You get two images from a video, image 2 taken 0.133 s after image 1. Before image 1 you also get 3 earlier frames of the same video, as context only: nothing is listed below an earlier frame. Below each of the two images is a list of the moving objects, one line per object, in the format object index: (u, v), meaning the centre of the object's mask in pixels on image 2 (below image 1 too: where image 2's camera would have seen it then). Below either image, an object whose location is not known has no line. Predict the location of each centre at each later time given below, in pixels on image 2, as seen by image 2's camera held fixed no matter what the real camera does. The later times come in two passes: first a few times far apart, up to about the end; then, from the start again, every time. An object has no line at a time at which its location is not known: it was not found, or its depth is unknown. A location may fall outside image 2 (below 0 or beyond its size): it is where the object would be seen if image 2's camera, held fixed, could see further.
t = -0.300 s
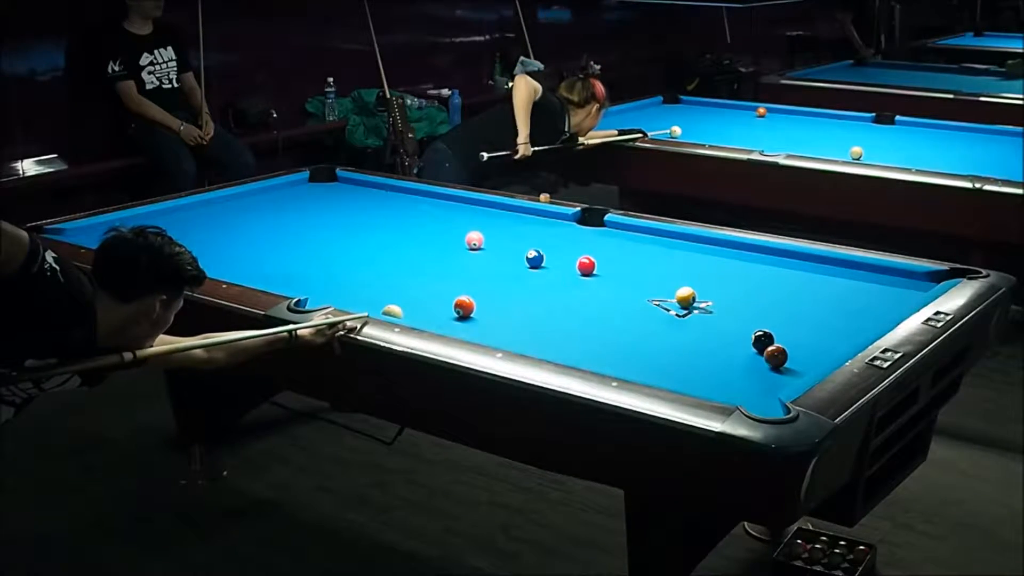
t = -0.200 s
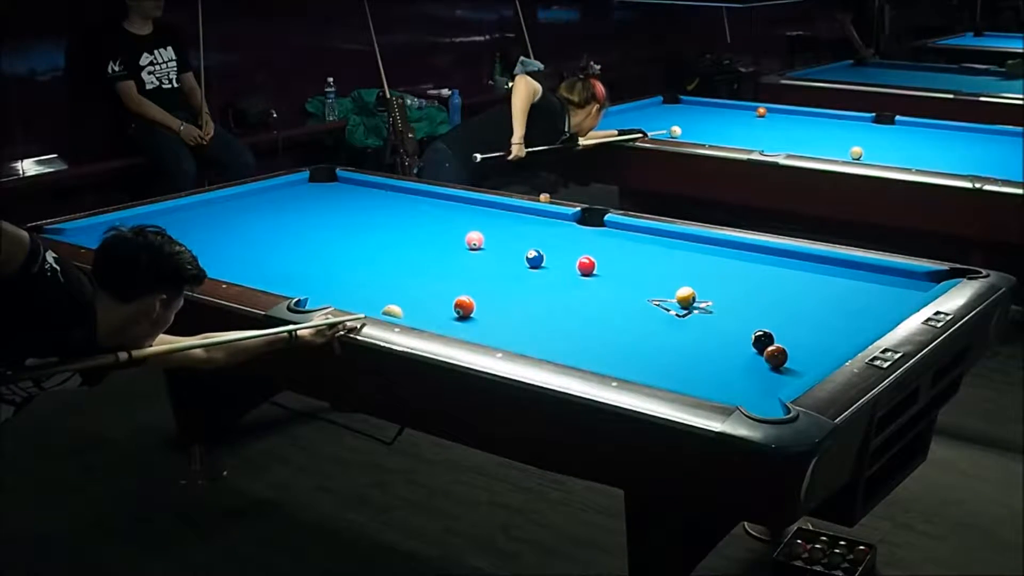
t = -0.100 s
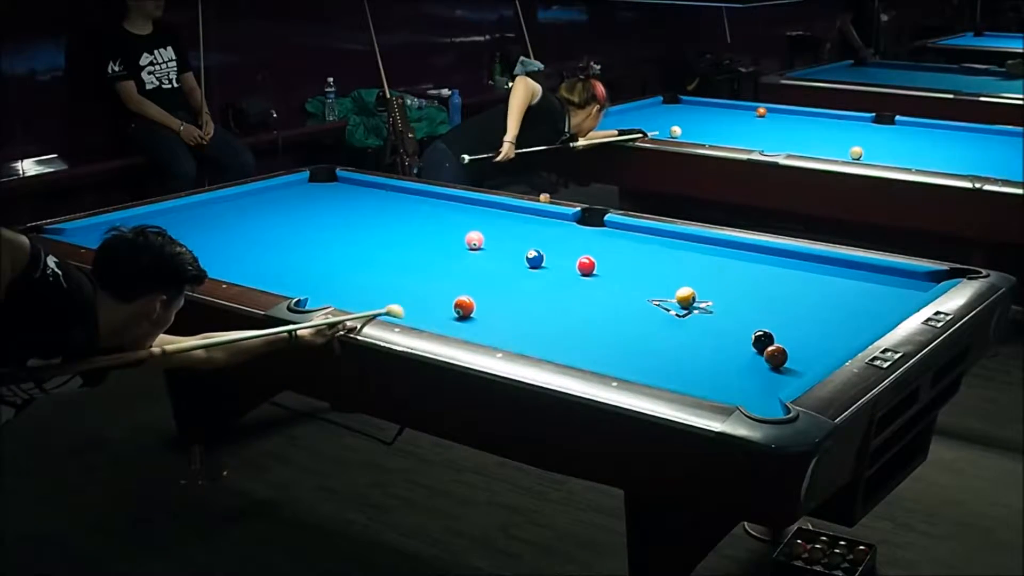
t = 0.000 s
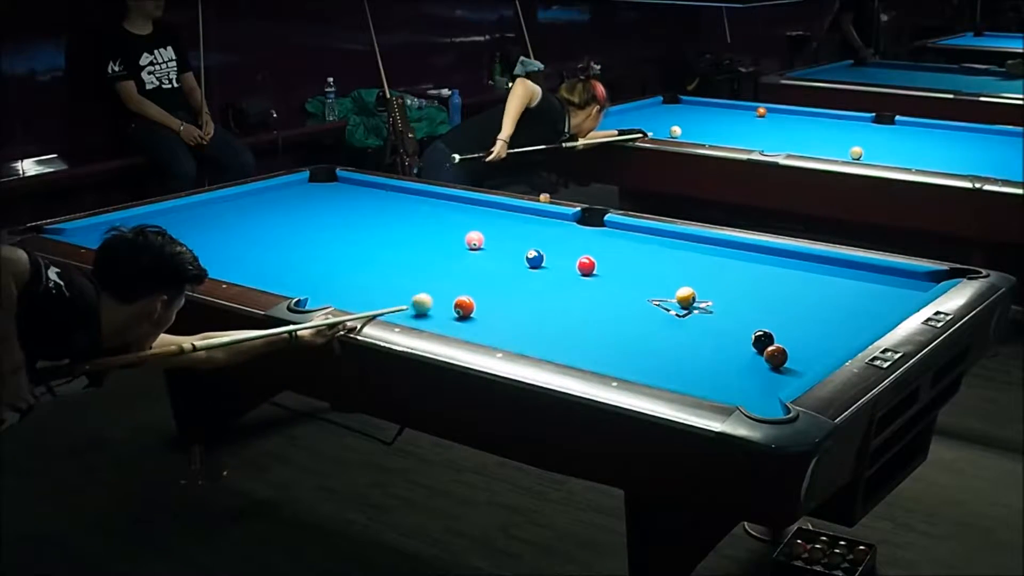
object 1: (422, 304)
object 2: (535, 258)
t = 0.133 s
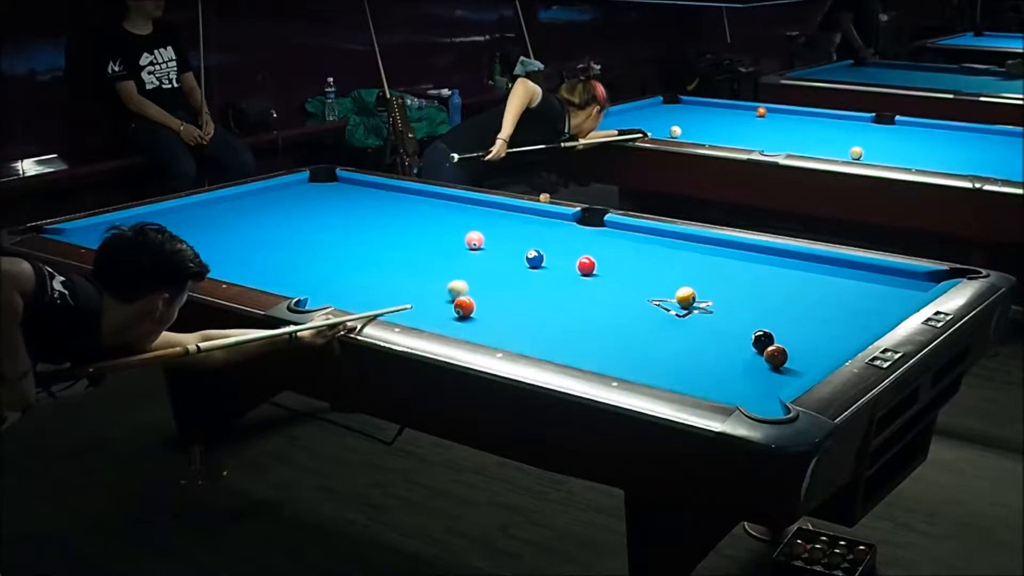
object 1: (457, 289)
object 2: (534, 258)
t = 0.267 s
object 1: (491, 277)
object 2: (534, 258)
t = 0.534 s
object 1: (539, 263)
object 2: (546, 249)
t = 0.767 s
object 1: (565, 259)
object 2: (563, 238)
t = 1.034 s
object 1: (595, 255)
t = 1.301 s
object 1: (620, 253)
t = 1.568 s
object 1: (644, 250)
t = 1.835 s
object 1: (666, 248)
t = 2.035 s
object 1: (682, 246)
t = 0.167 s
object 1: (466, 286)
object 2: (535, 258)
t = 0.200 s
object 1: (474, 283)
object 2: (535, 258)
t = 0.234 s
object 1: (483, 280)
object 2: (534, 258)
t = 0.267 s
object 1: (491, 277)
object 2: (534, 258)
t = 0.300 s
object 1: (498, 274)
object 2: (535, 258)
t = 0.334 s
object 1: (506, 271)
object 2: (535, 258)
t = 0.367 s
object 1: (513, 268)
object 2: (535, 258)
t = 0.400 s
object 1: (520, 266)
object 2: (536, 257)
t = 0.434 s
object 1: (528, 263)
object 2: (538, 256)
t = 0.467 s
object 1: (532, 263)
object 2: (541, 253)
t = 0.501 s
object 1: (535, 263)
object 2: (543, 251)
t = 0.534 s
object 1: (539, 263)
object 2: (546, 249)
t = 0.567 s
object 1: (543, 262)
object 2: (549, 247)
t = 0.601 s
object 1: (546, 262)
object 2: (551, 245)
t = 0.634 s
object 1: (550, 261)
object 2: (554, 244)
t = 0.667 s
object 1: (554, 261)
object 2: (556, 243)
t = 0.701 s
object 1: (558, 260)
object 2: (558, 241)
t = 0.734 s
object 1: (562, 260)
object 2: (561, 239)
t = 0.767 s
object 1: (565, 259)
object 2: (563, 238)
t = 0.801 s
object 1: (569, 259)
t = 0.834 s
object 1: (572, 258)
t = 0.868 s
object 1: (575, 257)
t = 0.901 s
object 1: (578, 256)
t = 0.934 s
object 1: (582, 254)
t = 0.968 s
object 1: (587, 253)
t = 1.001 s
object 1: (591, 254)
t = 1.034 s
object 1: (595, 255)
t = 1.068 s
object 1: (598, 255)
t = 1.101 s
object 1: (601, 255)
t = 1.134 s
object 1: (604, 255)
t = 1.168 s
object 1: (607, 255)
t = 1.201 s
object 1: (610, 254)
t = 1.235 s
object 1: (614, 254)
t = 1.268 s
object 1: (617, 253)
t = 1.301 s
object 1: (620, 253)
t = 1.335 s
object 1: (623, 253)
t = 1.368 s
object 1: (626, 252)
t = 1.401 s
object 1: (629, 252)
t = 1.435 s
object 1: (632, 252)
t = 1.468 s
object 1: (635, 251)
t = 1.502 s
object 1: (638, 251)
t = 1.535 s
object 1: (641, 251)
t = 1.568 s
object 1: (644, 250)
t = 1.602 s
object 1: (647, 250)
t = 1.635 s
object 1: (650, 250)
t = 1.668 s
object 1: (653, 249)
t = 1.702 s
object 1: (655, 249)
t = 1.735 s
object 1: (658, 249)
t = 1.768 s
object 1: (661, 248)
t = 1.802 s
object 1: (664, 248)
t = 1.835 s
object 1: (666, 248)
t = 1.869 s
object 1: (669, 248)
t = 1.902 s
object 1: (671, 247)
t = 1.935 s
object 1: (674, 247)
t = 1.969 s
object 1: (677, 247)
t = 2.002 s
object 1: (679, 246)
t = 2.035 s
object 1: (682, 246)
